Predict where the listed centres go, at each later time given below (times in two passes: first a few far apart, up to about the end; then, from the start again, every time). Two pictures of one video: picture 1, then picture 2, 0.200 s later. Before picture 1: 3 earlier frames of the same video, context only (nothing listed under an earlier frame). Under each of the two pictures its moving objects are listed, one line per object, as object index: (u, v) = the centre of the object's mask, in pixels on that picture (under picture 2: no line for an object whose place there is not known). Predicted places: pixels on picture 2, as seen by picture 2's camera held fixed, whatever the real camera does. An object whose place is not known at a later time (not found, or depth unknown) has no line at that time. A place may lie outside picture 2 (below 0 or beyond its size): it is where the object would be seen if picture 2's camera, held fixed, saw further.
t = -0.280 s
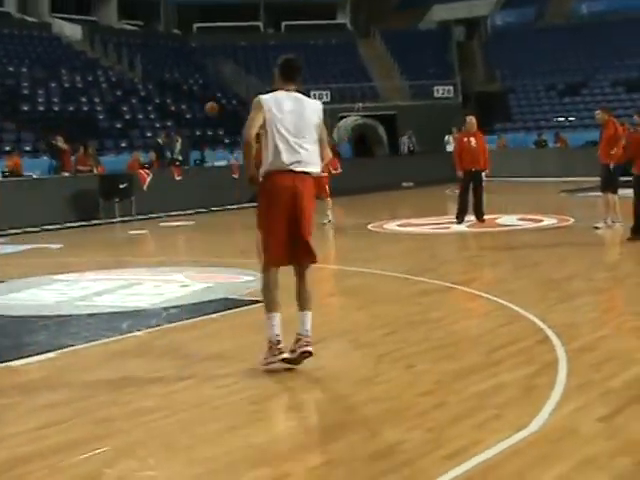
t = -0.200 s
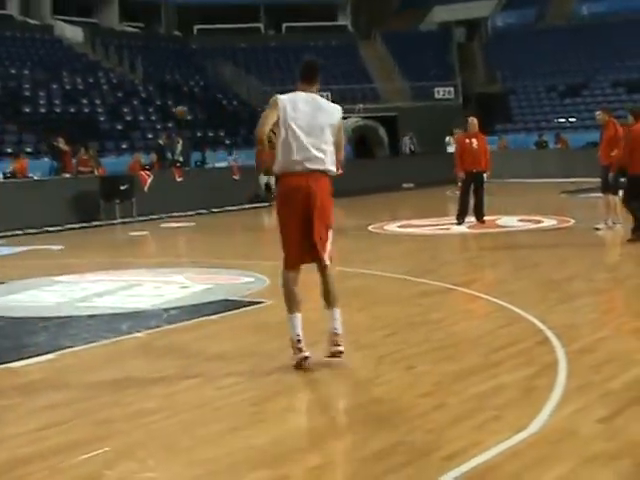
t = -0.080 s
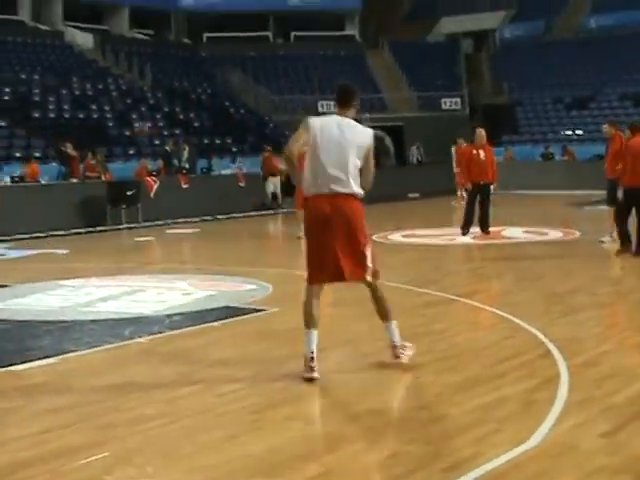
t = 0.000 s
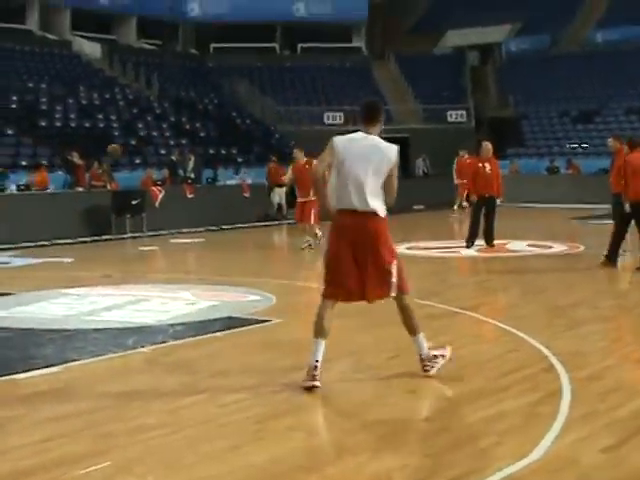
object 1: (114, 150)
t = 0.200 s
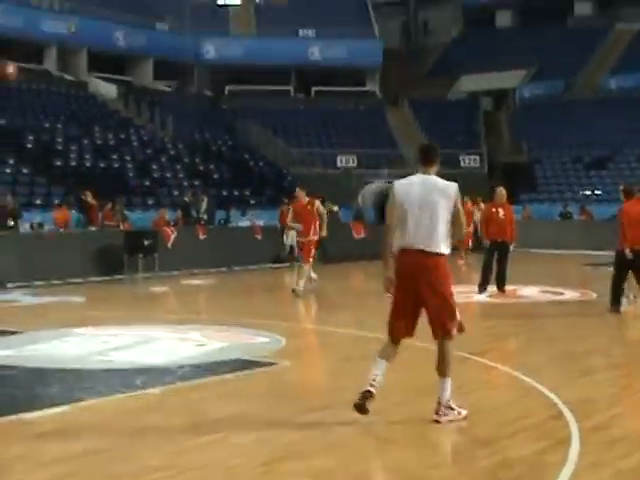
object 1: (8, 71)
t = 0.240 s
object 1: (25, 82)
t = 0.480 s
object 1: (155, 196)
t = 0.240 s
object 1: (25, 82)
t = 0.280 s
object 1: (48, 99)
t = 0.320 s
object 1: (70, 115)
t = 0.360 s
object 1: (91, 132)
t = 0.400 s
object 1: (111, 154)
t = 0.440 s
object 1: (134, 176)
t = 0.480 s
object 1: (155, 196)
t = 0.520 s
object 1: (173, 220)
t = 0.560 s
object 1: (201, 250)
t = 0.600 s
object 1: (222, 278)
